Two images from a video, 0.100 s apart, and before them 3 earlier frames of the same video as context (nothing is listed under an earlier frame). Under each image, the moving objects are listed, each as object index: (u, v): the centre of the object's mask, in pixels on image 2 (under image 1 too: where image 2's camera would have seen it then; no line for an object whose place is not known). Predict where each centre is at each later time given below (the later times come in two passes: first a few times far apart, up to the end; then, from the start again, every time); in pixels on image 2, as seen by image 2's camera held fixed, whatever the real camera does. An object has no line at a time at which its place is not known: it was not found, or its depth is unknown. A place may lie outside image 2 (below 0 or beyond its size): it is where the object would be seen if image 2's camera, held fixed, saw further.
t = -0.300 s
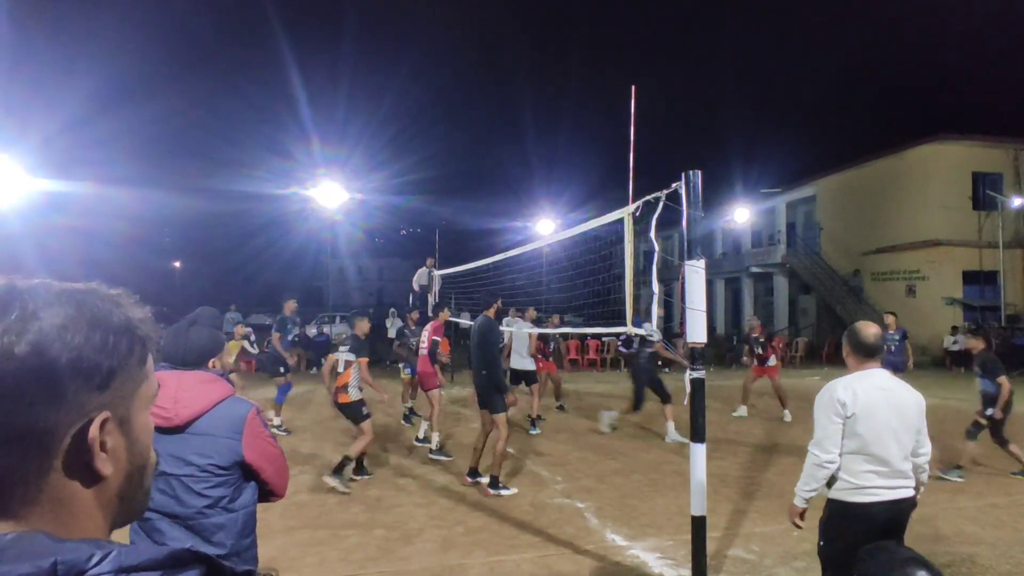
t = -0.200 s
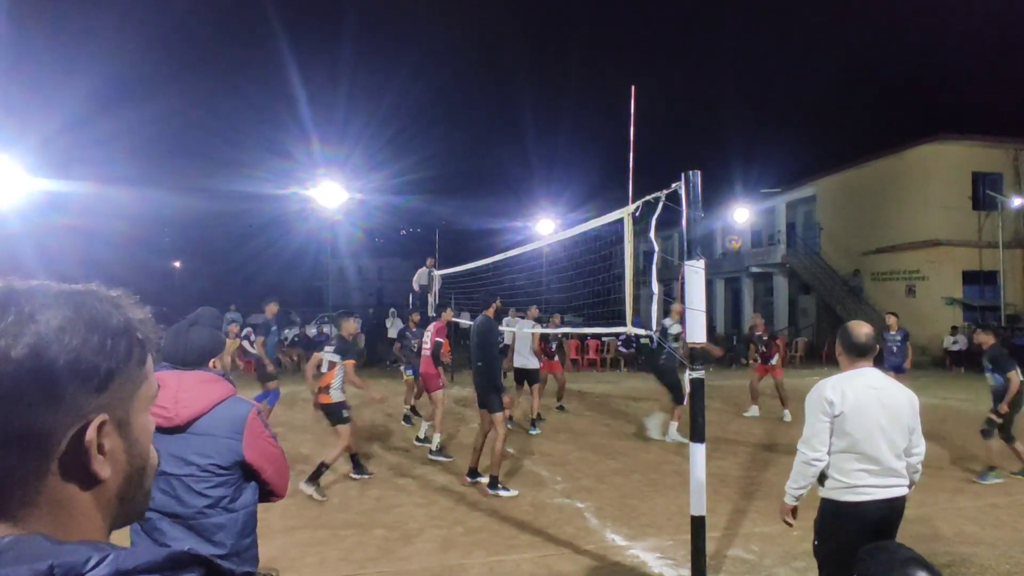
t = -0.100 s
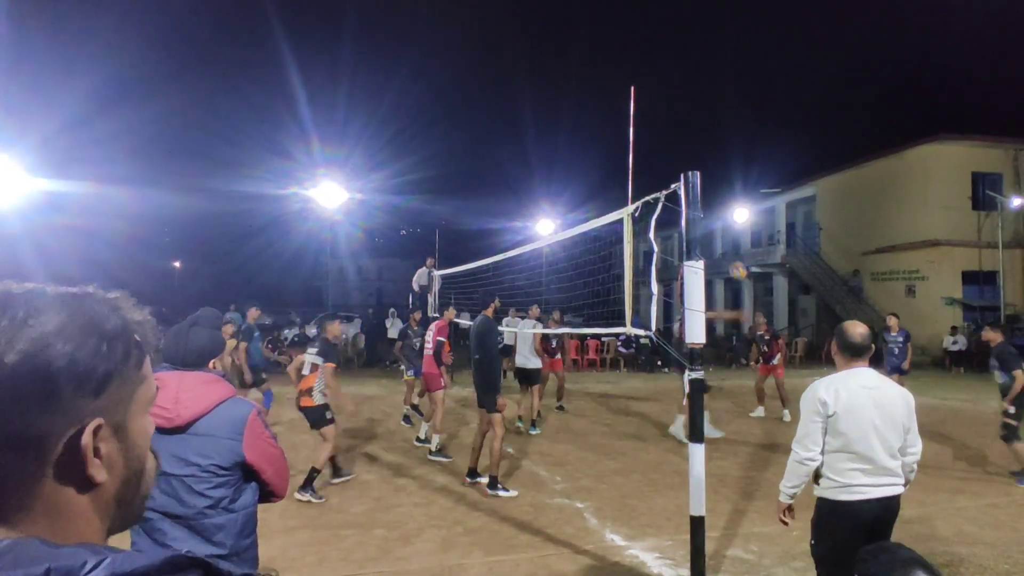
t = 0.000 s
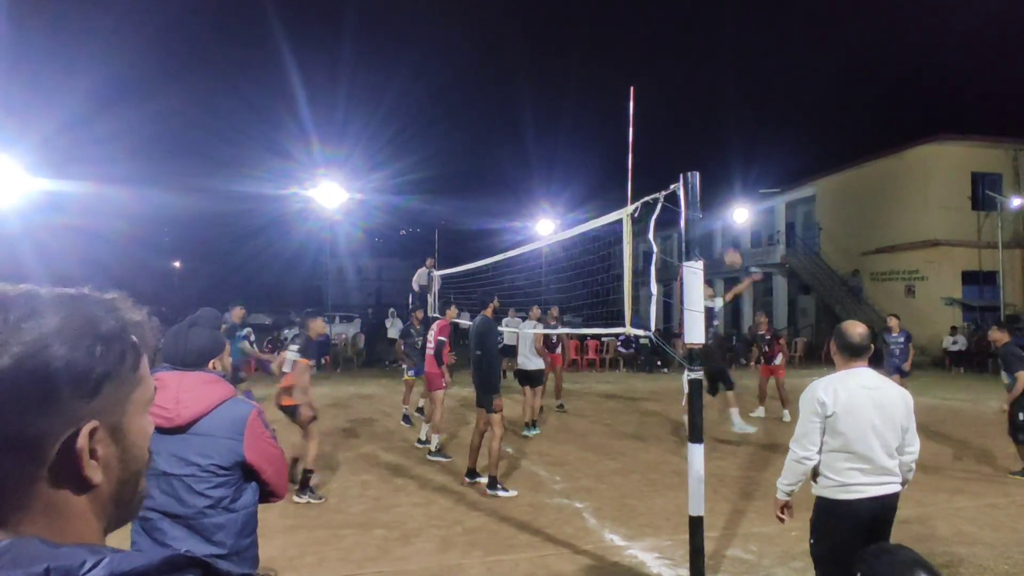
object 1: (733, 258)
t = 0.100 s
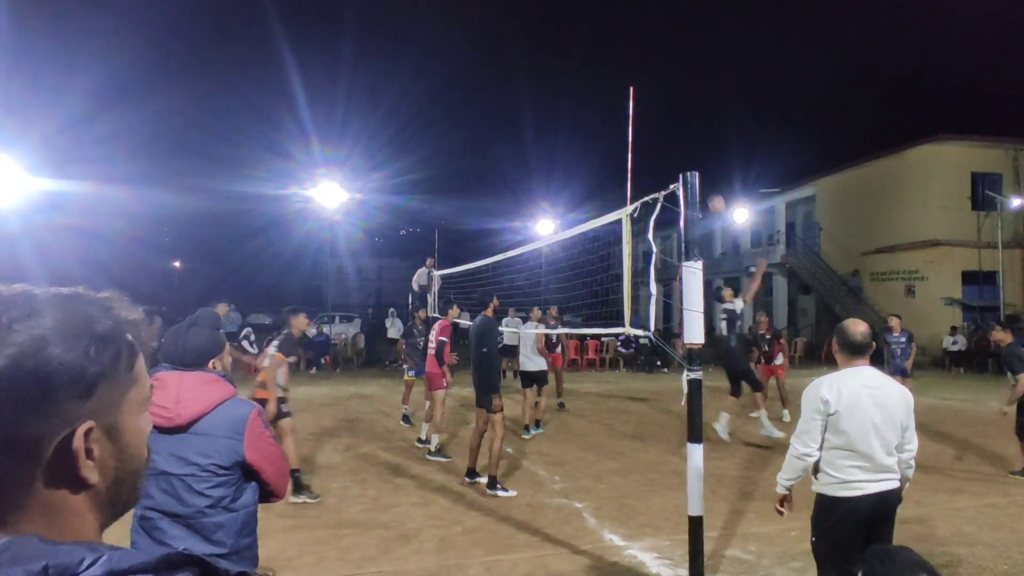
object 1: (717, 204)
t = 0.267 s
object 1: (692, 137)
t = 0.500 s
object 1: (658, 83)
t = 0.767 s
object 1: (624, 70)
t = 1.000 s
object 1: (600, 93)
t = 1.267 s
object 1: (574, 155)
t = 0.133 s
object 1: (712, 188)
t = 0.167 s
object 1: (707, 173)
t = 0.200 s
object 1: (701, 160)
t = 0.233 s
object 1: (696, 148)
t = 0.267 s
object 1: (692, 137)
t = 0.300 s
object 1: (687, 126)
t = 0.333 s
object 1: (682, 117)
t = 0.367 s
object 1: (678, 109)
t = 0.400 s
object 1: (673, 101)
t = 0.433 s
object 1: (667, 94)
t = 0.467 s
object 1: (663, 88)
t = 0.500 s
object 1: (658, 83)
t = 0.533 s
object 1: (654, 79)
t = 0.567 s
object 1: (649, 76)
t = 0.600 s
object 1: (645, 73)
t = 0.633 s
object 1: (641, 71)
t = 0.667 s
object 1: (637, 70)
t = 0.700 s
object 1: (633, 69)
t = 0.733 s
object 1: (629, 69)
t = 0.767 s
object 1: (624, 70)
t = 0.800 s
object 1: (621, 71)
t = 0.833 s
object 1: (617, 74)
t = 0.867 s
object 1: (614, 76)
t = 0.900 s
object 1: (610, 80)
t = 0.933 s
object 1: (607, 84)
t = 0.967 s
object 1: (603, 88)
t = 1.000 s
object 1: (600, 93)
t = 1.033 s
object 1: (596, 99)
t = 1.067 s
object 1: (592, 106)
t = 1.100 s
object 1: (589, 113)
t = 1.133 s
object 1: (586, 120)
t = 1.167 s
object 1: (583, 128)
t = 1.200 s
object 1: (580, 136)
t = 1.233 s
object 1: (577, 145)
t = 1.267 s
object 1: (574, 155)
